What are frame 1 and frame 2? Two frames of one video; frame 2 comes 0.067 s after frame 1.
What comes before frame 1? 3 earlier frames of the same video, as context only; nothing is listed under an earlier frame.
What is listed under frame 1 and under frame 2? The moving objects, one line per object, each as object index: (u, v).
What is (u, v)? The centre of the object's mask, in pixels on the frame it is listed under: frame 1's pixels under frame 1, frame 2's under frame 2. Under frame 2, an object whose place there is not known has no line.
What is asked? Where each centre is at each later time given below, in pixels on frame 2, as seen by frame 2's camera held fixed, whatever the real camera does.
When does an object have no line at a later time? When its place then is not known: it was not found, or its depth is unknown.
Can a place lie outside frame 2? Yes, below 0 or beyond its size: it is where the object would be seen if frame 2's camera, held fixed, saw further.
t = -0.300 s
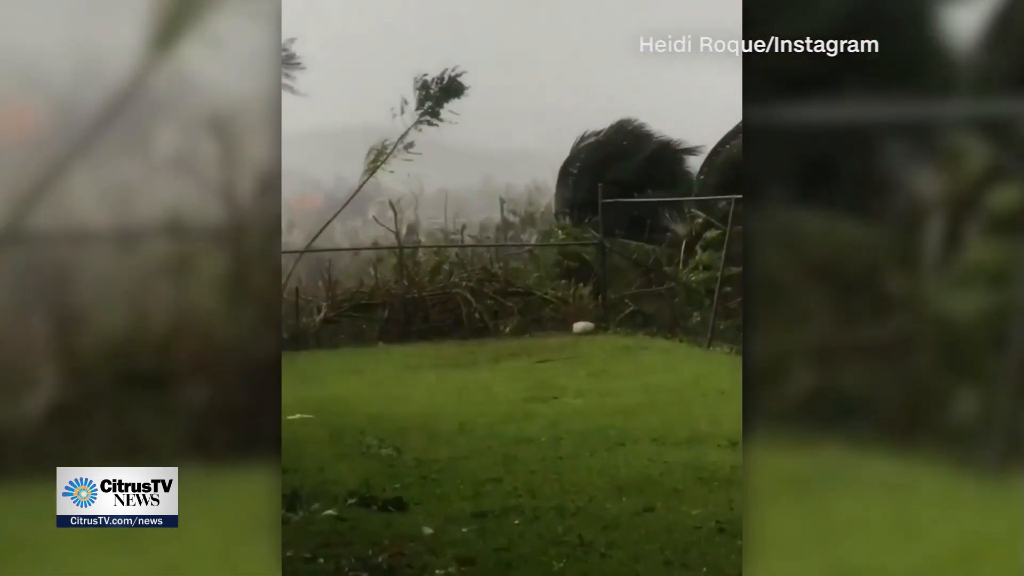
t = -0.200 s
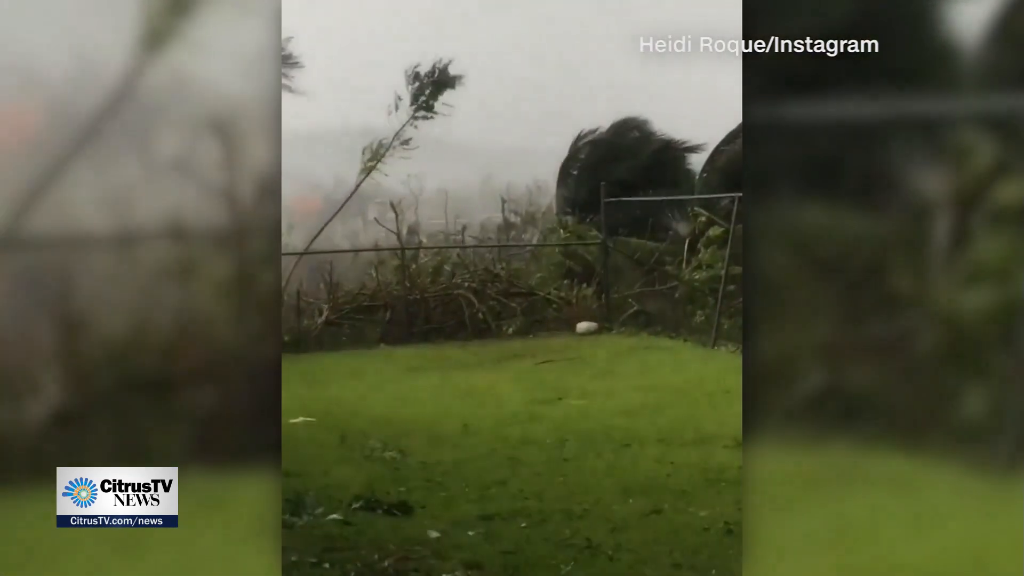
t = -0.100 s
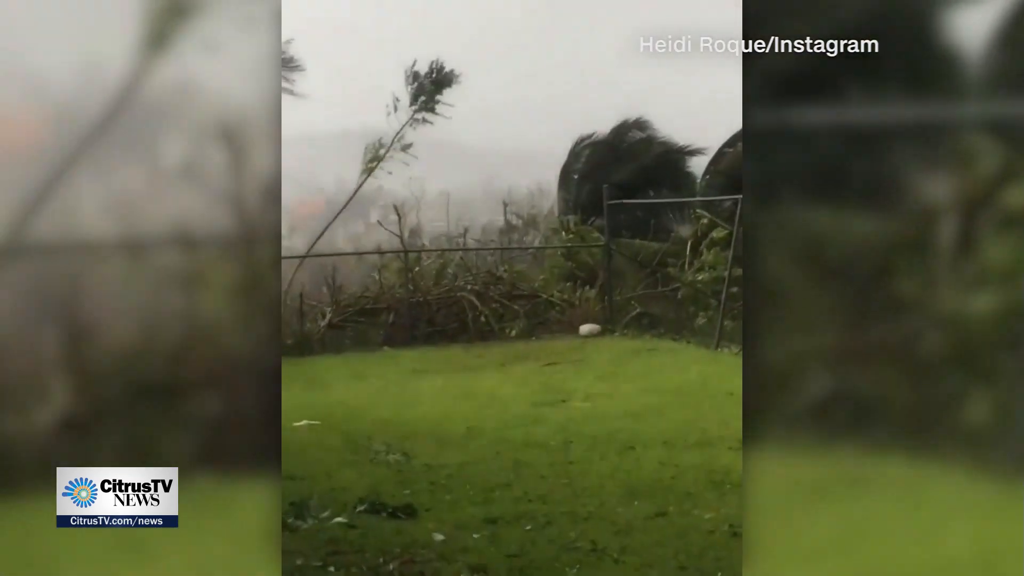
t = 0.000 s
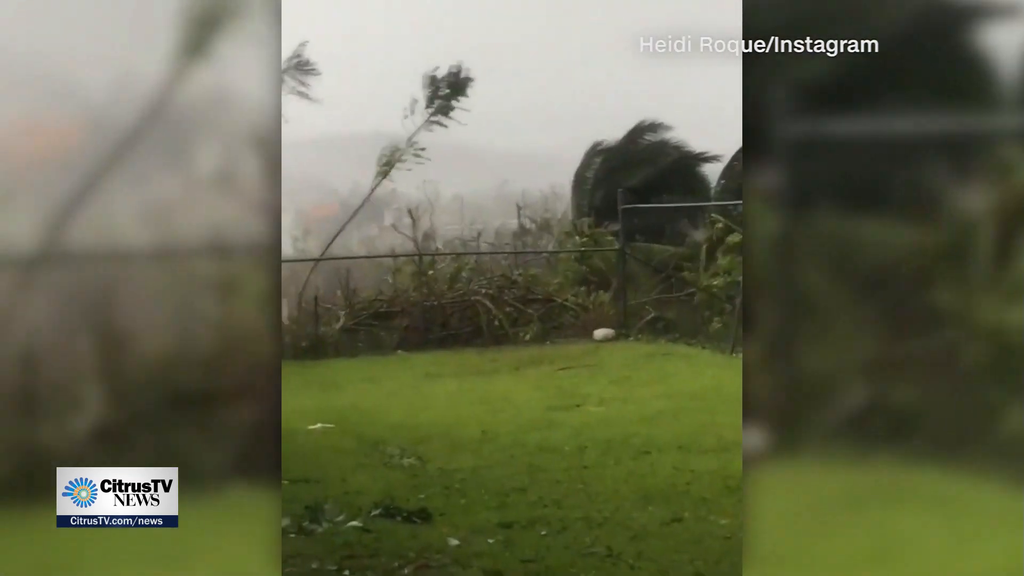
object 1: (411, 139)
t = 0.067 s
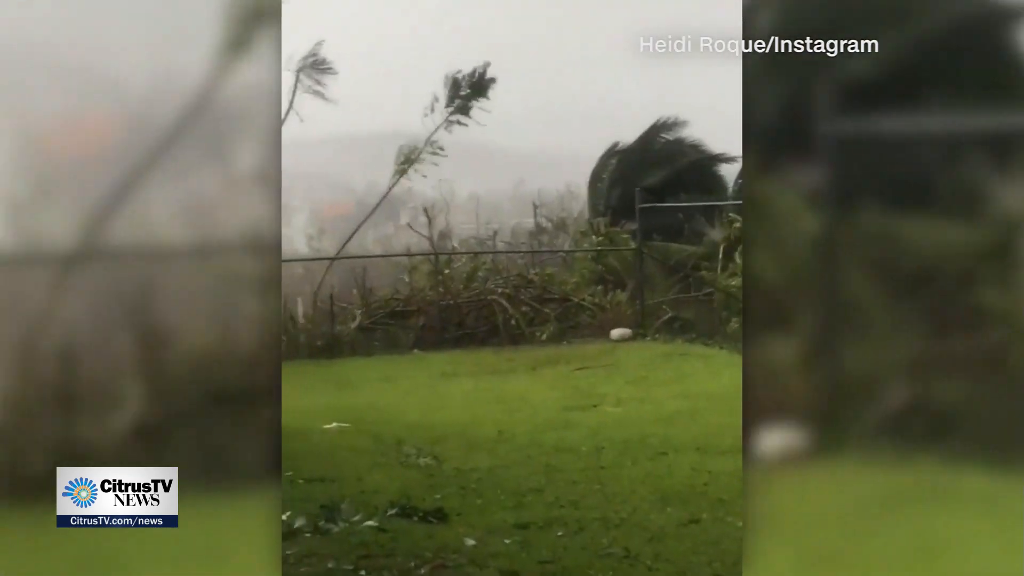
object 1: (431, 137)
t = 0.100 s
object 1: (432, 140)
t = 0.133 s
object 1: (432, 143)
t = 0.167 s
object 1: (435, 144)
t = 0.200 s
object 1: (434, 150)
